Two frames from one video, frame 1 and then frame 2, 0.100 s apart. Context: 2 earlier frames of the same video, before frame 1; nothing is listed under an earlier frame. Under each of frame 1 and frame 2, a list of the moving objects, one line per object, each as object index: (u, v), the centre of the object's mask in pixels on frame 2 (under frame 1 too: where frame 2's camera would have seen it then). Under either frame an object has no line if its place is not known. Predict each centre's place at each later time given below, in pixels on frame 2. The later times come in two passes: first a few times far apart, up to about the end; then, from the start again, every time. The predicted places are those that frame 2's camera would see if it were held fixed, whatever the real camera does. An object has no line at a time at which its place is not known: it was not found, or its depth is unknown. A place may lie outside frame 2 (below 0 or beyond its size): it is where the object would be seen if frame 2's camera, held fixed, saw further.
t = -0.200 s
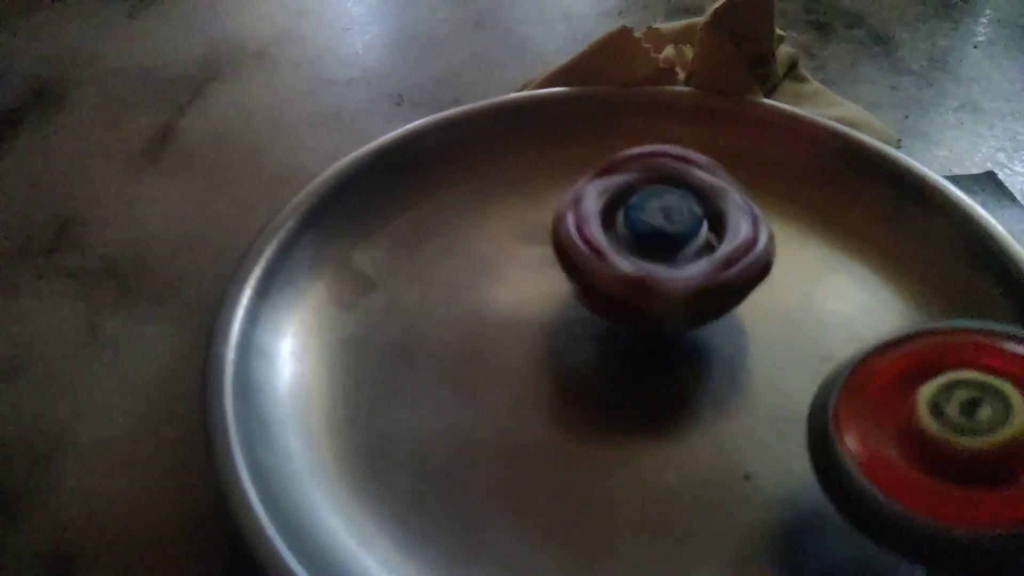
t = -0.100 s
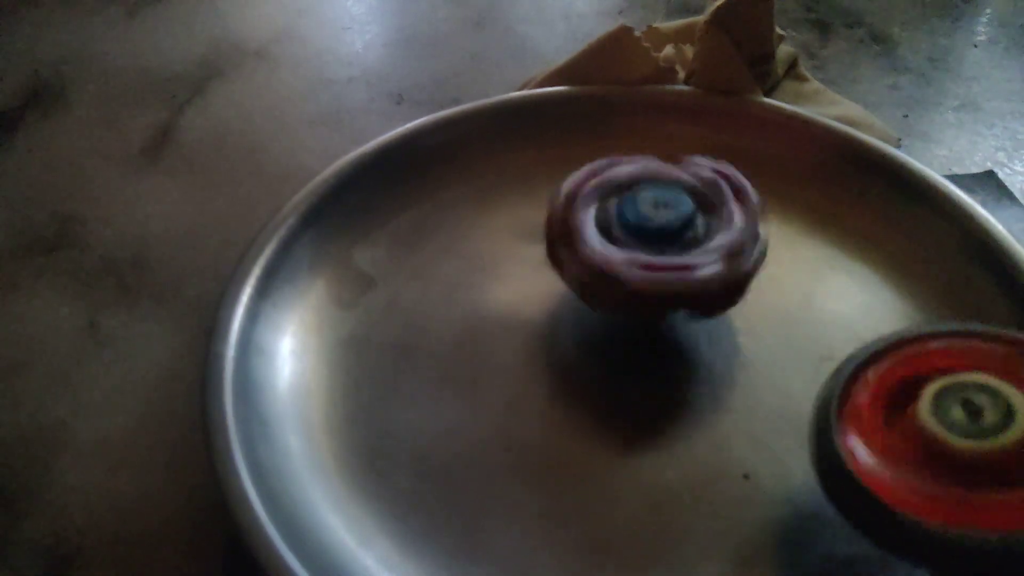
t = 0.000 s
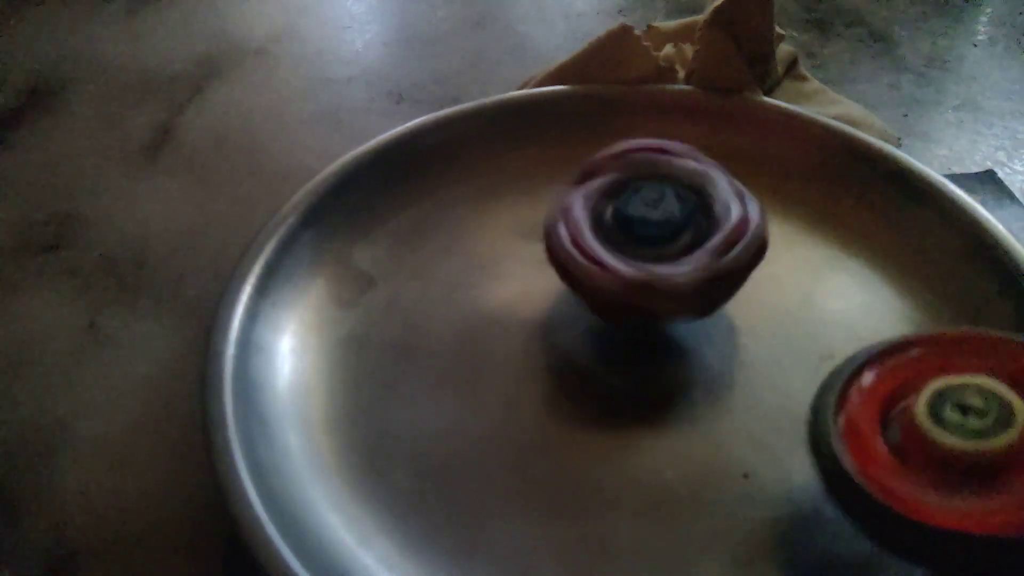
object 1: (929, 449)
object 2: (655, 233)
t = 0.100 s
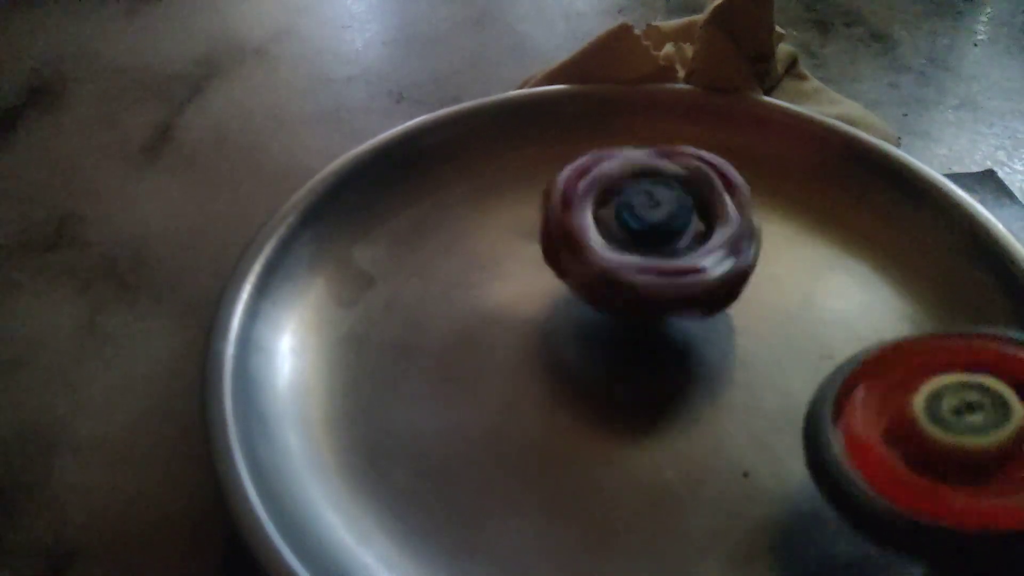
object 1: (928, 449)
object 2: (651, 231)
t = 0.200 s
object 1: (928, 449)
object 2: (651, 229)
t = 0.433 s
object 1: (926, 445)
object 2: (644, 224)
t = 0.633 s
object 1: (923, 444)
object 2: (637, 221)
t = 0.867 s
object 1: (919, 447)
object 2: (629, 219)
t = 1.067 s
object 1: (913, 450)
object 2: (623, 217)
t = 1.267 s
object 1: (906, 456)
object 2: (617, 216)
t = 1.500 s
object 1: (897, 462)
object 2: (612, 215)
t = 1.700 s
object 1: (886, 469)
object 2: (607, 214)
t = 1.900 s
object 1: (871, 475)
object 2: (601, 214)
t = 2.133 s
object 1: (855, 481)
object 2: (593, 215)
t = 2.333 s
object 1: (830, 485)
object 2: (585, 215)
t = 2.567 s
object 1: (804, 489)
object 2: (577, 217)
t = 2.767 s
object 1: (780, 492)
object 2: (570, 217)
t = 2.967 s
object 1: (756, 494)
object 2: (560, 221)
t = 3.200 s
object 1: (727, 496)
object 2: (551, 221)
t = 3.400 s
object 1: (701, 496)
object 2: (539, 222)
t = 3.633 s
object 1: (673, 497)
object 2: (525, 221)
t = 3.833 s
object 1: (648, 496)
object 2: (515, 218)
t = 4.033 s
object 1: (624, 495)
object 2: (504, 215)
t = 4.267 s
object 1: (595, 493)
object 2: (496, 212)
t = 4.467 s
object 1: (568, 490)
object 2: (490, 207)
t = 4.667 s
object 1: (545, 488)
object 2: (486, 202)
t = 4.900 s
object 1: (518, 483)
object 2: (484, 197)
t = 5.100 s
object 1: (497, 478)
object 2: (483, 191)
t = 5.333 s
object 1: (472, 467)
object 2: (484, 189)
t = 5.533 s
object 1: (457, 458)
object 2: (486, 185)
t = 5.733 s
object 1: (437, 449)
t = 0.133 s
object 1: (929, 448)
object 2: (650, 231)
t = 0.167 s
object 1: (928, 448)
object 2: (650, 230)
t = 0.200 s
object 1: (928, 449)
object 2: (651, 229)
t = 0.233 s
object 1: (928, 448)
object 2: (649, 228)
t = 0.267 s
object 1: (928, 448)
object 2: (648, 227)
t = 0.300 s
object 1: (927, 448)
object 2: (647, 227)
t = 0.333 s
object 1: (927, 448)
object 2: (646, 227)
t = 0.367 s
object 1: (926, 446)
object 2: (646, 225)
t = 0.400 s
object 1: (927, 445)
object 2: (646, 224)
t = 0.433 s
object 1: (926, 445)
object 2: (644, 224)
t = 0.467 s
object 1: (926, 446)
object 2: (642, 222)
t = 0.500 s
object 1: (925, 446)
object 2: (641, 221)
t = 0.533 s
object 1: (925, 445)
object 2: (640, 223)
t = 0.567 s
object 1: (924, 446)
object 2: (640, 221)
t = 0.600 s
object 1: (924, 445)
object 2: (639, 220)
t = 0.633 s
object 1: (923, 444)
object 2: (637, 221)
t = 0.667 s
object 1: (923, 444)
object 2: (635, 220)
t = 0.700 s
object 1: (923, 445)
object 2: (635, 221)
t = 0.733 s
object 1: (922, 446)
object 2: (634, 220)
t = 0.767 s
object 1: (920, 445)
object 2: (634, 220)
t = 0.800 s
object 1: (920, 445)
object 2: (631, 220)
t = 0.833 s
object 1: (919, 446)
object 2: (630, 219)
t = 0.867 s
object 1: (919, 447)
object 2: (629, 219)
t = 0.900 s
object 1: (917, 445)
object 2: (629, 219)
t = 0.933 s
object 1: (918, 447)
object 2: (629, 219)
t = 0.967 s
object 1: (917, 449)
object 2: (628, 217)
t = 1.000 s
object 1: (916, 450)
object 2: (626, 218)
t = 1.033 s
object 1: (913, 449)
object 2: (625, 216)
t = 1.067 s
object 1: (913, 450)
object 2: (623, 217)
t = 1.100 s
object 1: (912, 452)
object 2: (623, 217)
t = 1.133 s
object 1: (911, 452)
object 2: (622, 217)
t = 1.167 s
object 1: (909, 452)
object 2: (621, 216)
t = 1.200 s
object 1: (909, 453)
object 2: (619, 216)
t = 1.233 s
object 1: (908, 455)
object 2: (618, 216)
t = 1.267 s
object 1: (906, 456)
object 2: (617, 216)
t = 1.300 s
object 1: (904, 456)
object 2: (617, 216)
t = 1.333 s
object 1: (904, 458)
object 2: (618, 216)
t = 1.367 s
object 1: (902, 458)
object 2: (615, 216)
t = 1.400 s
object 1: (901, 460)
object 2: (613, 215)
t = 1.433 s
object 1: (899, 459)
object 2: (613, 216)
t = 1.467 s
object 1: (899, 461)
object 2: (612, 216)
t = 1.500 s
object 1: (897, 462)
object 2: (612, 215)
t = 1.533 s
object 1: (895, 463)
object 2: (611, 214)
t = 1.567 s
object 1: (893, 464)
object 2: (609, 215)
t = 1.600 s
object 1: (892, 465)
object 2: (608, 214)
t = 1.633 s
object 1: (890, 466)
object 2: (607, 214)
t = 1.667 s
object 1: (887, 468)
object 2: (607, 215)
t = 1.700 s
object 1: (886, 469)
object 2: (607, 214)
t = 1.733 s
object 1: (885, 468)
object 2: (605, 215)
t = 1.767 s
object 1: (882, 470)
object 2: (603, 215)
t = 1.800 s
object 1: (879, 471)
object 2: (602, 215)
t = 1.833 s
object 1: (877, 473)
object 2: (601, 216)
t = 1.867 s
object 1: (875, 474)
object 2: (600, 216)
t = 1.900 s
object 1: (871, 475)
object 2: (601, 214)
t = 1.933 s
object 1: (868, 476)
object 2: (598, 215)
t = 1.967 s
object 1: (867, 477)
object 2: (597, 215)
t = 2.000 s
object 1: (866, 478)
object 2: (596, 216)
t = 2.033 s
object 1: (862, 479)
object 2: (596, 216)
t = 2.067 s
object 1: (860, 479)
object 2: (595, 215)
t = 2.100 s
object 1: (858, 481)
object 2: (595, 214)
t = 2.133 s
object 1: (855, 481)
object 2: (593, 215)
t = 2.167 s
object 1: (849, 482)
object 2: (591, 215)
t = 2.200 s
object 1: (844, 482)
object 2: (590, 214)
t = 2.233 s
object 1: (843, 484)
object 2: (590, 215)
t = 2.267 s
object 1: (841, 484)
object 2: (589, 213)
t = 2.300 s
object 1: (835, 484)
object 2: (587, 214)
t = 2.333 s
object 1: (830, 485)
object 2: (585, 215)
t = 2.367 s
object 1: (828, 487)
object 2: (584, 215)
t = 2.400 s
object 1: (825, 487)
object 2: (583, 216)
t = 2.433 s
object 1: (818, 487)
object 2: (583, 216)
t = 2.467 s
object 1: (812, 487)
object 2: (583, 216)
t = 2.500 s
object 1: (811, 489)
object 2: (581, 216)
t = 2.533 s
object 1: (808, 489)
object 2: (579, 217)
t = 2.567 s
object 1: (804, 489)
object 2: (577, 217)
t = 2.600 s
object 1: (798, 489)
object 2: (577, 217)
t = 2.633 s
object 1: (796, 490)
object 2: (577, 217)
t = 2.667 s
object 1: (792, 491)
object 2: (577, 216)
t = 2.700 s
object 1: (787, 491)
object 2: (574, 218)
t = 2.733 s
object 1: (781, 491)
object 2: (572, 217)
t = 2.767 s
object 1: (780, 492)
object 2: (570, 217)
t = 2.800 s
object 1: (776, 493)
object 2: (569, 218)
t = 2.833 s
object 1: (772, 493)
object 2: (568, 218)
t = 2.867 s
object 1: (766, 493)
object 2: (566, 217)
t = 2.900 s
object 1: (763, 494)
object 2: (563, 220)
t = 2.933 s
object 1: (760, 494)
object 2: (561, 220)
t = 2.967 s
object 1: (756, 494)
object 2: (560, 221)
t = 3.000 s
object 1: (748, 495)
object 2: (559, 221)
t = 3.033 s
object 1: (746, 496)
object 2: (559, 221)
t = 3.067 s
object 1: (741, 496)
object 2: (556, 221)
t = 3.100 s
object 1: (739, 495)
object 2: (555, 221)
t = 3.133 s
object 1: (732, 495)
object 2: (553, 221)
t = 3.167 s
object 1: (731, 496)
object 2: (552, 221)
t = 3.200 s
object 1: (727, 496)
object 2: (551, 221)
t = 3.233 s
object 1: (723, 496)
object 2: (550, 220)
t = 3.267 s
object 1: (716, 497)
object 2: (547, 221)
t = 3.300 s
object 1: (713, 497)
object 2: (545, 221)
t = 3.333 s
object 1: (709, 497)
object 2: (542, 221)
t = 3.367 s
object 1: (706, 497)
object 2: (540, 222)
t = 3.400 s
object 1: (701, 496)
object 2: (539, 222)
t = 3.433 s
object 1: (699, 497)
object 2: (537, 222)
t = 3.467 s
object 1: (694, 497)
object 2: (533, 223)
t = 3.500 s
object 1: (690, 497)
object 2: (532, 222)
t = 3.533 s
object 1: (682, 496)
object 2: (529, 222)
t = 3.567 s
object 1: (681, 498)
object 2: (528, 222)
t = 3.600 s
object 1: (676, 497)
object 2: (527, 221)
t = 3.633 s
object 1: (673, 497)
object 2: (525, 221)
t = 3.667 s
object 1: (667, 495)
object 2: (523, 221)
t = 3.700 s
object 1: (665, 497)
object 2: (521, 221)
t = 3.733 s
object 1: (660, 497)
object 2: (519, 221)
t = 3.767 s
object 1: (656, 496)
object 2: (518, 221)
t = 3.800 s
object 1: (651, 496)
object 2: (516, 219)
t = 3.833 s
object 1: (648, 496)
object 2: (515, 218)
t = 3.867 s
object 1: (643, 497)
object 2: (512, 219)
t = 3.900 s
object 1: (640, 496)
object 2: (510, 218)
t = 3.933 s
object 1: (634, 495)
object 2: (509, 218)
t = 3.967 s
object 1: (633, 496)
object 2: (507, 218)
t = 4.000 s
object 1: (630, 495)
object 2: (505, 216)
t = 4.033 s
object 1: (624, 495)
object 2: (504, 215)
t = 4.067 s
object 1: (618, 494)
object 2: (502, 215)
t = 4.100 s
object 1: (615, 495)
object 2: (501, 214)
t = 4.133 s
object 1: (611, 495)
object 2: (500, 215)
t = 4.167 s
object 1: (606, 494)
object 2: (500, 214)
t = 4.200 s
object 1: (601, 493)
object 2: (499, 212)
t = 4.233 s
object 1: (599, 493)
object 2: (498, 212)
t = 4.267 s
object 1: (595, 493)
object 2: (496, 212)
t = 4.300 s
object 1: (592, 492)
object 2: (495, 211)
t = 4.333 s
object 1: (584, 491)
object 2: (494, 211)
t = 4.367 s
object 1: (581, 491)
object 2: (494, 209)
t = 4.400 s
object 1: (579, 492)
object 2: (494, 208)
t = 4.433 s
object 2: (492, 208)
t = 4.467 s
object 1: (568, 490)
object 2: (490, 207)
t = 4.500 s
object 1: (566, 490)
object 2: (489, 206)
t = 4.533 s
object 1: (563, 490)
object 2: (488, 205)
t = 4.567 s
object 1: (559, 489)
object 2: (488, 204)
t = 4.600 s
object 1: (552, 488)
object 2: (487, 203)
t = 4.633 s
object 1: (548, 488)
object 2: (486, 203)
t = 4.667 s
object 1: (545, 488)
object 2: (486, 202)
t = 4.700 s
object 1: (542, 487)
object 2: (485, 202)
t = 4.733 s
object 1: (538, 485)
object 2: (485, 201)
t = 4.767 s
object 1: (536, 486)
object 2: (485, 199)
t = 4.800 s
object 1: (531, 485)
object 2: (485, 198)
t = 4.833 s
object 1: (527, 485)
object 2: (485, 199)
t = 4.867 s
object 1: (523, 484)
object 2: (484, 198)
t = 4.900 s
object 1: (518, 483)
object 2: (484, 197)
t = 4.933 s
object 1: (513, 482)
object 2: (484, 196)
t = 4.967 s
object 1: (511, 482)
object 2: (485, 195)
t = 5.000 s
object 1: (509, 480)
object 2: (485, 194)
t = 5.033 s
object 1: (504, 479)
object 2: (484, 194)
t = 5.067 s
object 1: (500, 478)
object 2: (483, 192)
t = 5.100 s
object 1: (497, 478)
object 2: (483, 191)
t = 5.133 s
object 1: (494, 476)
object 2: (483, 190)
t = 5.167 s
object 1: (489, 475)
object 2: (485, 188)
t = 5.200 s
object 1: (484, 473)
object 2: (484, 190)
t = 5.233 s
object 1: (482, 472)
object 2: (484, 189)
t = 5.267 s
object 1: (480, 470)
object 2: (483, 188)
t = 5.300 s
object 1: (475, 469)
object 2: (484, 189)
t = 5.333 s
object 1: (472, 467)
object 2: (484, 189)
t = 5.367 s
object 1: (470, 466)
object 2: (485, 186)
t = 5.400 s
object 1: (468, 465)
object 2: (485, 187)
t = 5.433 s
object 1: (462, 464)
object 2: (485, 186)
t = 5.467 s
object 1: (460, 465)
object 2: (485, 185)
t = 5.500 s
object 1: (459, 463)
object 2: (486, 185)
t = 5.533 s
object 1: (457, 458)
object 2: (486, 185)
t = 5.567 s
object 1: (452, 457)
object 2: (486, 184)
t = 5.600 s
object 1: (450, 457)
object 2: (487, 184)
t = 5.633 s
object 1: (447, 453)
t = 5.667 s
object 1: (445, 450)
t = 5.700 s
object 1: (440, 449)
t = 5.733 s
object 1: (437, 449)
